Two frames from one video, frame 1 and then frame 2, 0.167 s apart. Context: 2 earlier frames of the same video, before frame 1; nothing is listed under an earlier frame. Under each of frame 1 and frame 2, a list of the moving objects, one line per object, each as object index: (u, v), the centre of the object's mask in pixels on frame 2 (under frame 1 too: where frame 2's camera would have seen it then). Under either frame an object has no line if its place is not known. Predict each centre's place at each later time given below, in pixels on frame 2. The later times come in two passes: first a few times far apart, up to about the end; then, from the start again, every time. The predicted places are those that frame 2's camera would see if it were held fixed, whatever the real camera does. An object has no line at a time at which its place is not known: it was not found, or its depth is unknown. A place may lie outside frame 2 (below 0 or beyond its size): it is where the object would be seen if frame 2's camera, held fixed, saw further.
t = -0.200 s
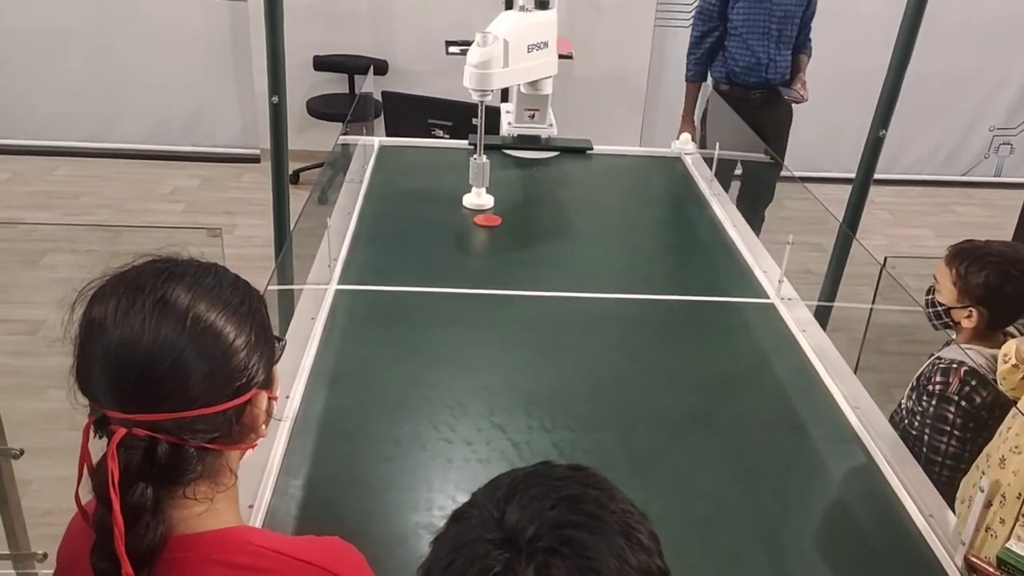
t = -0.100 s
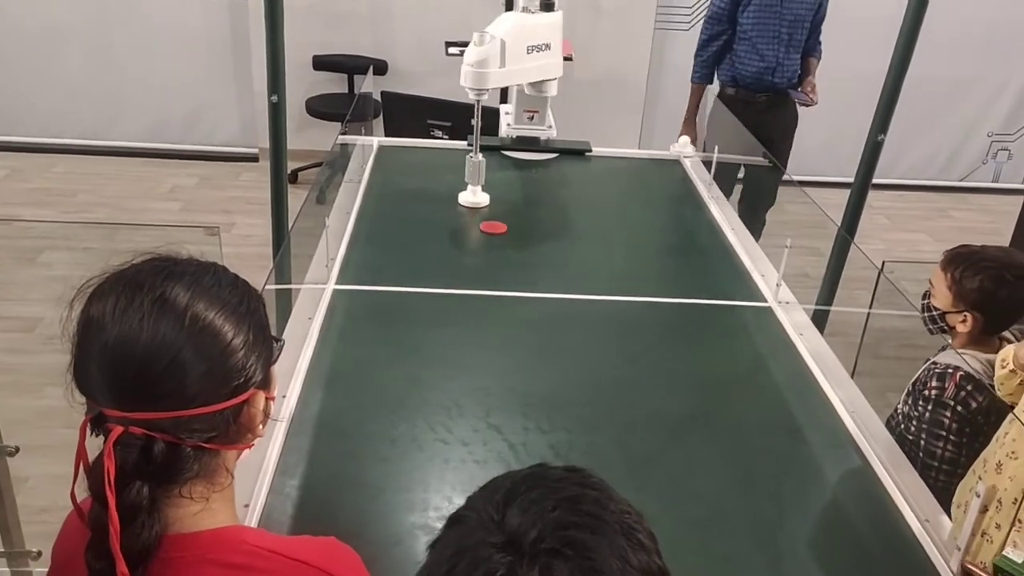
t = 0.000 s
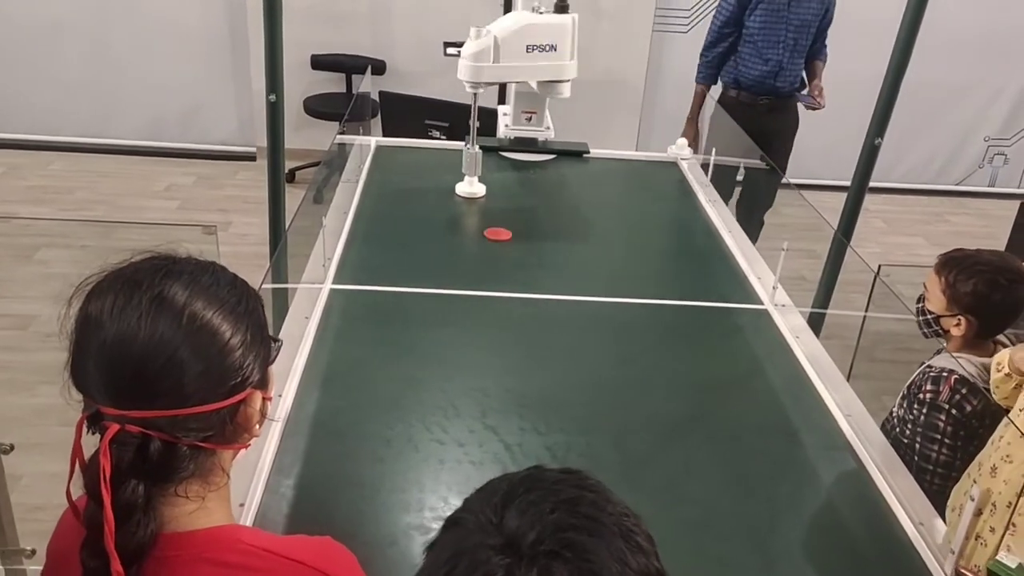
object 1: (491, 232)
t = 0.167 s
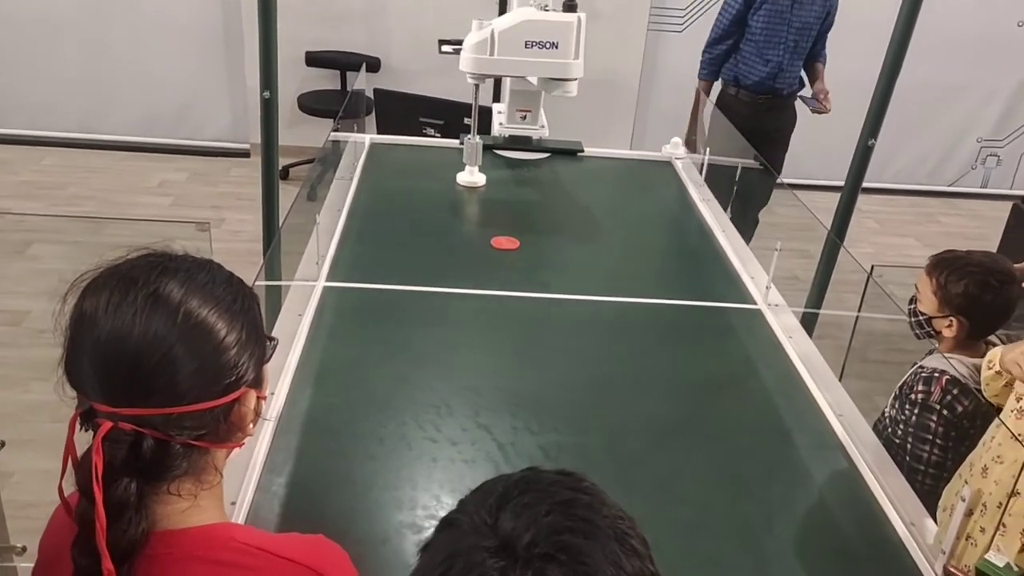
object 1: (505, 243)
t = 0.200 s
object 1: (507, 245)
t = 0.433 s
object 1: (528, 261)
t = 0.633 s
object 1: (546, 275)
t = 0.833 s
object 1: (565, 290)
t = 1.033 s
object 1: (585, 306)
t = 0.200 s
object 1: (507, 245)
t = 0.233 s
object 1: (510, 247)
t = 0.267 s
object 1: (513, 249)
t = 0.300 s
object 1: (516, 252)
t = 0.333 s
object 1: (519, 254)
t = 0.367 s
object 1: (522, 256)
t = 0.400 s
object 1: (525, 259)
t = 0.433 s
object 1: (528, 261)
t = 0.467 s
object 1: (530, 263)
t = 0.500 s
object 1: (534, 265)
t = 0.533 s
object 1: (536, 268)
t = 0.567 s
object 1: (540, 270)
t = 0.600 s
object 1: (543, 273)
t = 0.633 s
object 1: (546, 275)
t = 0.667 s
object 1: (549, 277)
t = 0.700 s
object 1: (552, 280)
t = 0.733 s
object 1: (555, 282)
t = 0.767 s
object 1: (559, 285)
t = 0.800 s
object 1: (562, 287)
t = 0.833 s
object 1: (565, 290)
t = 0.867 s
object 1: (569, 293)
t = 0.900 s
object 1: (572, 295)
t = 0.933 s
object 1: (575, 298)
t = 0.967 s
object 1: (579, 300)
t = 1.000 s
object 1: (582, 303)
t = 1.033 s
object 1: (585, 306)
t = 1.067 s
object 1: (589, 309)
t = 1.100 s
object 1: (592, 311)
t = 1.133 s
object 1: (596, 313)
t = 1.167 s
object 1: (599, 316)
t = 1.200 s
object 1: (602, 319)
